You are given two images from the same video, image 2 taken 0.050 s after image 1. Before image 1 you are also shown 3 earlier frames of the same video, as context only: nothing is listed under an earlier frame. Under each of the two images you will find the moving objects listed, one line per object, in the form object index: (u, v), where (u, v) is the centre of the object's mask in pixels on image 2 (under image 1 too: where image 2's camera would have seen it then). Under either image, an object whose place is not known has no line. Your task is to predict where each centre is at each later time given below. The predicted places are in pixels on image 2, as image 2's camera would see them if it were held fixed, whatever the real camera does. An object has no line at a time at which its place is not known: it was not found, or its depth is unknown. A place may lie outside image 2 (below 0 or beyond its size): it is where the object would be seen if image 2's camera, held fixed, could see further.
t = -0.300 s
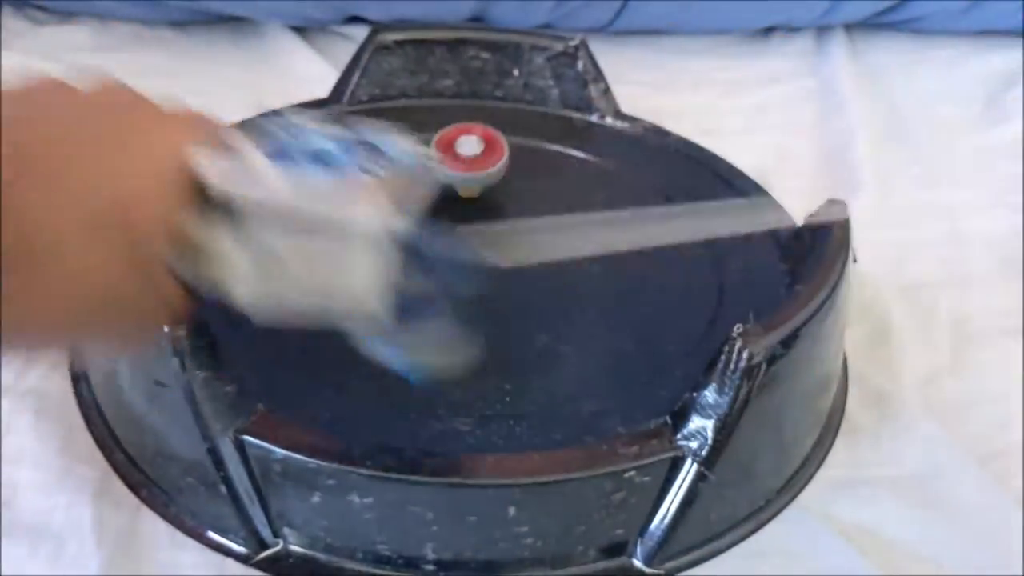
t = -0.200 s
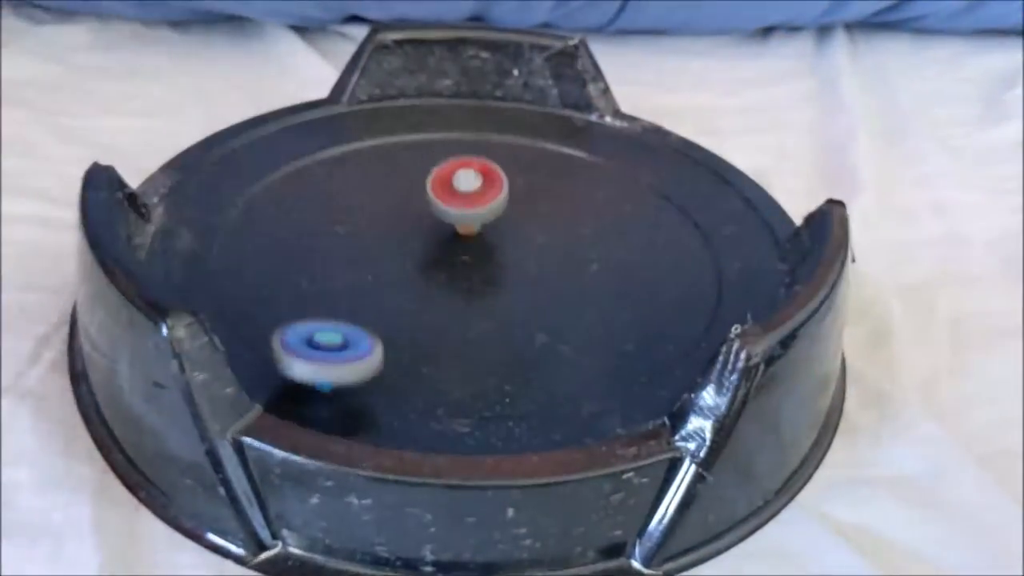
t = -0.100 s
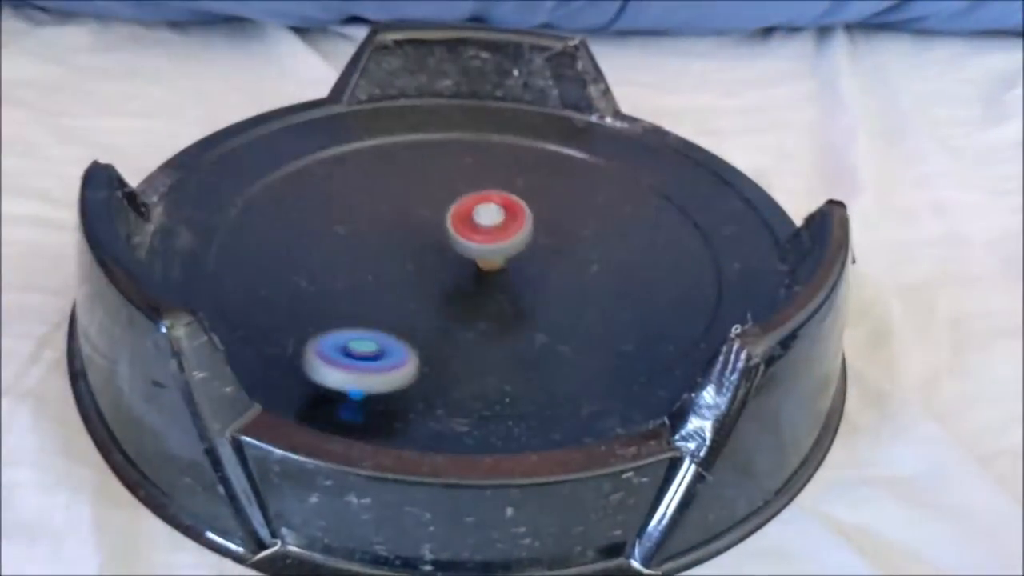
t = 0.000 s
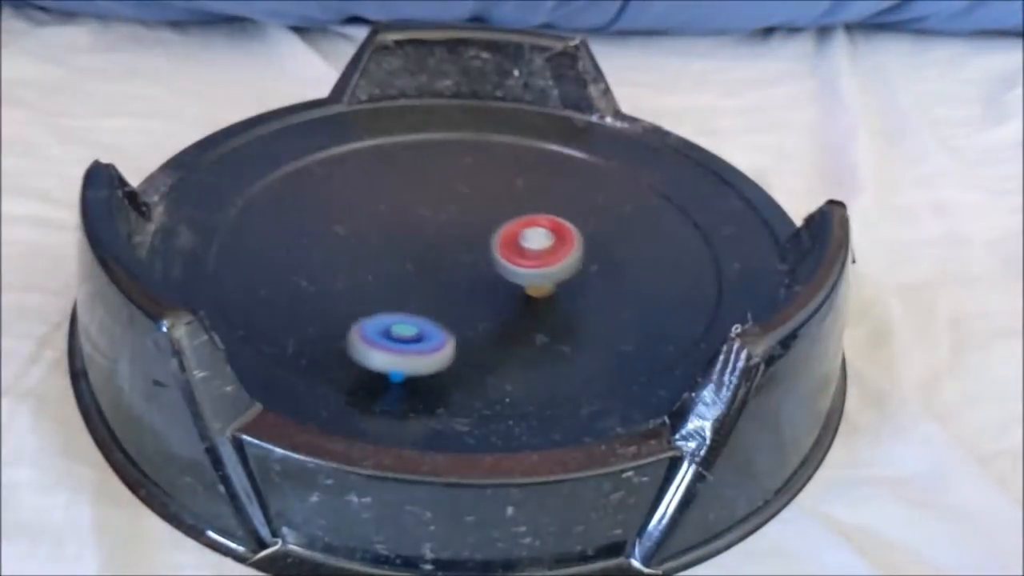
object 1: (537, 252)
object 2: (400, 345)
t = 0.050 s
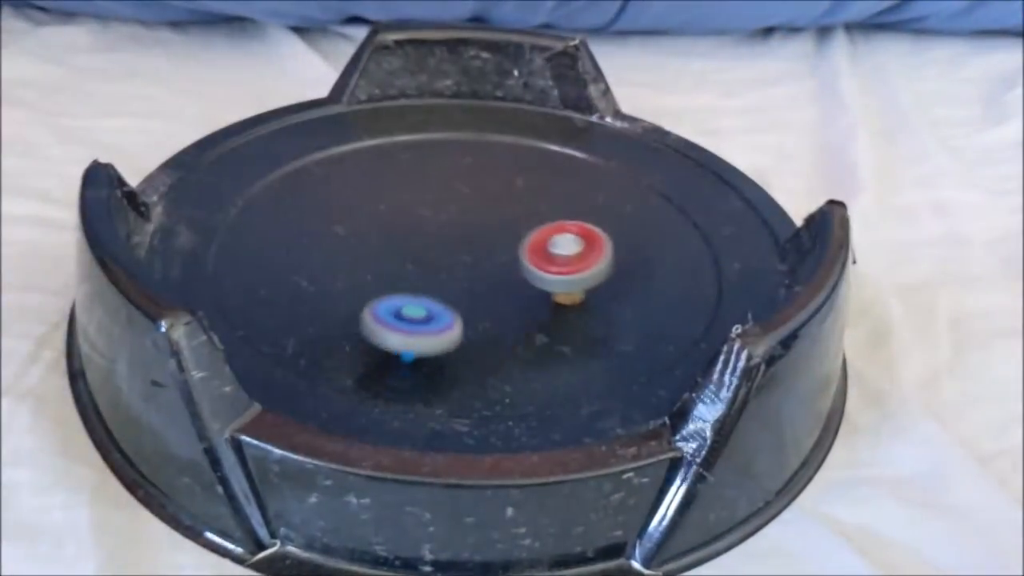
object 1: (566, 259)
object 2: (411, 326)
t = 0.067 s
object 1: (576, 260)
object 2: (409, 317)
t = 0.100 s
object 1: (597, 260)
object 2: (395, 300)
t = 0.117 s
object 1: (607, 260)
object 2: (384, 292)
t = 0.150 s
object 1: (627, 257)
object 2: (354, 278)
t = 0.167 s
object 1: (635, 255)
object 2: (336, 273)
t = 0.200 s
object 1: (650, 250)
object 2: (297, 266)
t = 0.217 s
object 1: (656, 247)
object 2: (277, 264)
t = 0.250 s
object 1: (665, 242)
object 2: (234, 265)
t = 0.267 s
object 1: (669, 238)
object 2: (222, 265)
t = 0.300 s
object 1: (672, 233)
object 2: (212, 273)
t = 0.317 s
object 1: (672, 230)
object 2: (211, 283)
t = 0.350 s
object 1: (670, 223)
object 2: (224, 297)
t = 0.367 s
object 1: (666, 222)
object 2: (230, 298)
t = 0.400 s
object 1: (657, 219)
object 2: (242, 299)
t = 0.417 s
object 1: (651, 218)
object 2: (250, 300)
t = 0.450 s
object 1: (635, 216)
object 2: (272, 302)
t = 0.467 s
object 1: (627, 216)
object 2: (287, 303)
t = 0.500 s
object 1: (607, 216)
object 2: (321, 304)
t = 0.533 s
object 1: (586, 219)
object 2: (357, 299)
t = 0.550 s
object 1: (576, 221)
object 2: (372, 294)
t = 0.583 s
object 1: (554, 226)
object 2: (395, 278)
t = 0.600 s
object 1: (544, 229)
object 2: (403, 267)
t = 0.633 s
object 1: (523, 236)
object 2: (407, 245)
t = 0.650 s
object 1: (514, 240)
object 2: (405, 232)
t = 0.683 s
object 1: (496, 248)
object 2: (392, 207)
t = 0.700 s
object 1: (488, 252)
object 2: (381, 195)
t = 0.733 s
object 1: (473, 262)
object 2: (351, 172)
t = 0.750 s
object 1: (466, 266)
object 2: (333, 161)
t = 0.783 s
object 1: (455, 276)
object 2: (292, 143)
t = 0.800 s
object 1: (452, 281)
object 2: (276, 138)
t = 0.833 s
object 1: (445, 291)
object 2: (239, 138)
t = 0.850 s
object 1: (442, 295)
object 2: (221, 140)
